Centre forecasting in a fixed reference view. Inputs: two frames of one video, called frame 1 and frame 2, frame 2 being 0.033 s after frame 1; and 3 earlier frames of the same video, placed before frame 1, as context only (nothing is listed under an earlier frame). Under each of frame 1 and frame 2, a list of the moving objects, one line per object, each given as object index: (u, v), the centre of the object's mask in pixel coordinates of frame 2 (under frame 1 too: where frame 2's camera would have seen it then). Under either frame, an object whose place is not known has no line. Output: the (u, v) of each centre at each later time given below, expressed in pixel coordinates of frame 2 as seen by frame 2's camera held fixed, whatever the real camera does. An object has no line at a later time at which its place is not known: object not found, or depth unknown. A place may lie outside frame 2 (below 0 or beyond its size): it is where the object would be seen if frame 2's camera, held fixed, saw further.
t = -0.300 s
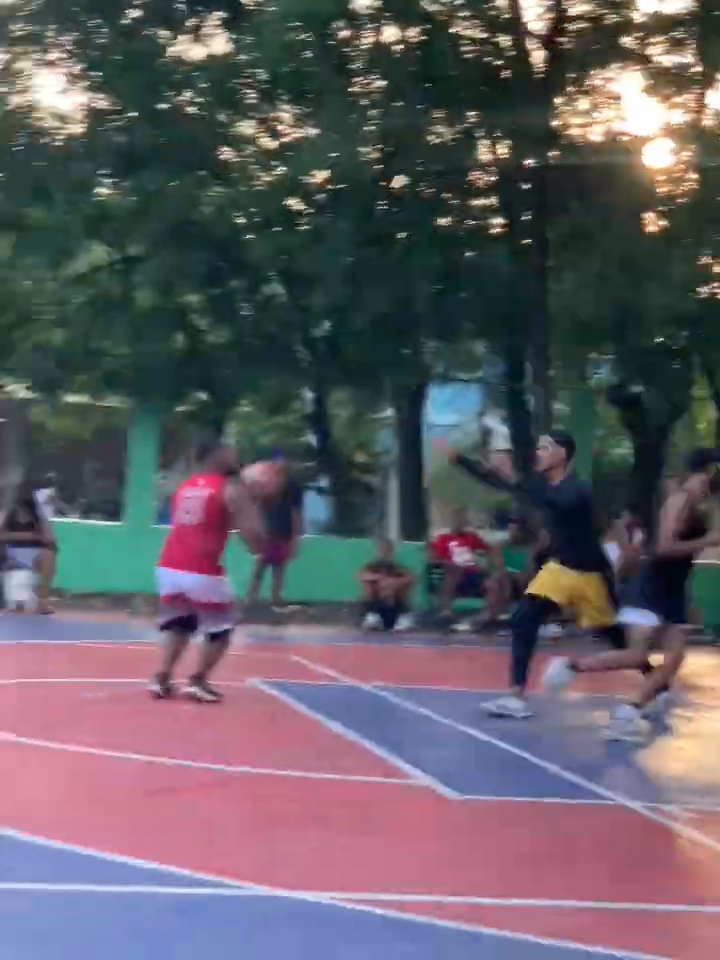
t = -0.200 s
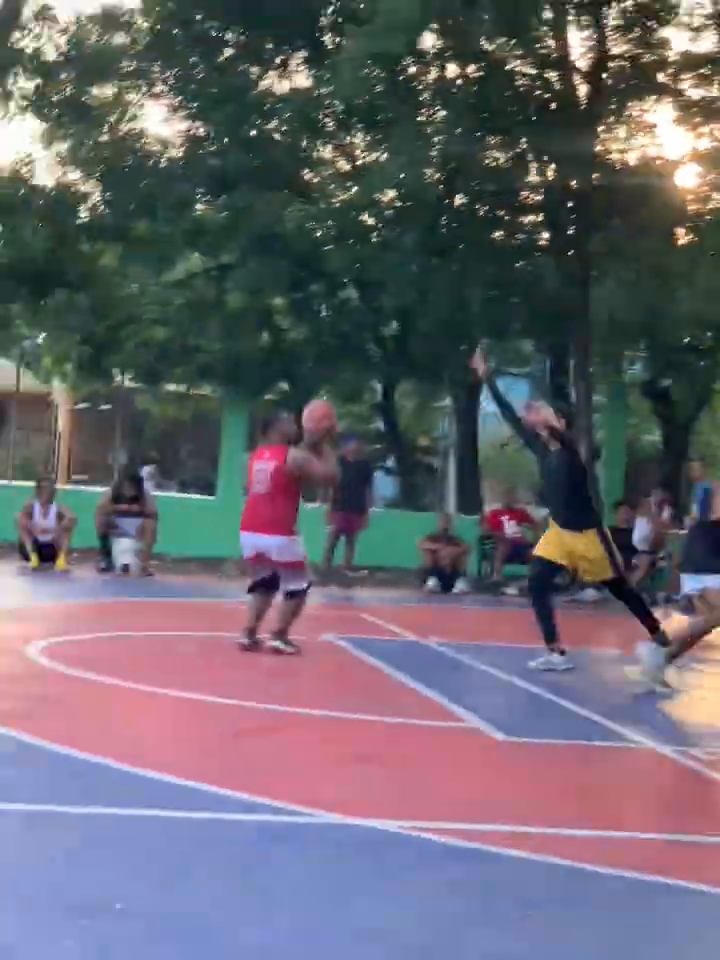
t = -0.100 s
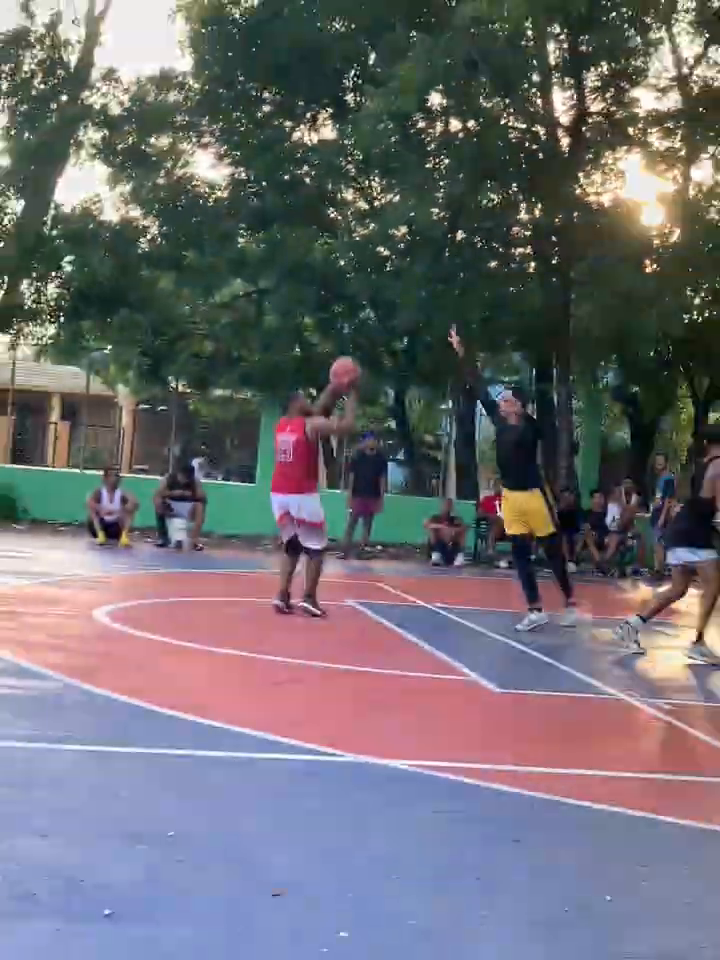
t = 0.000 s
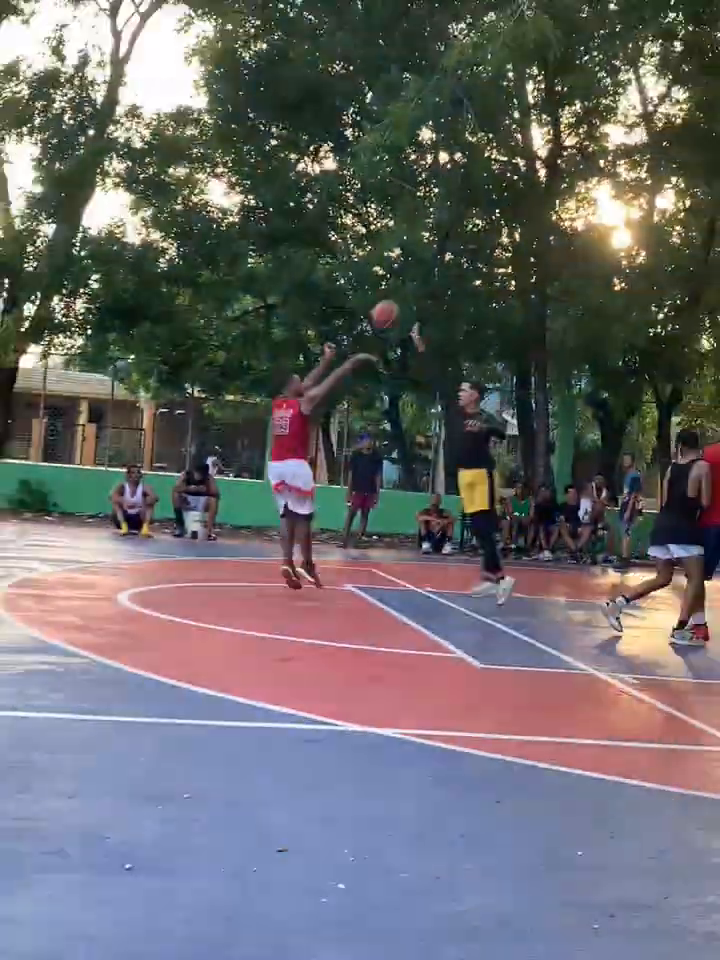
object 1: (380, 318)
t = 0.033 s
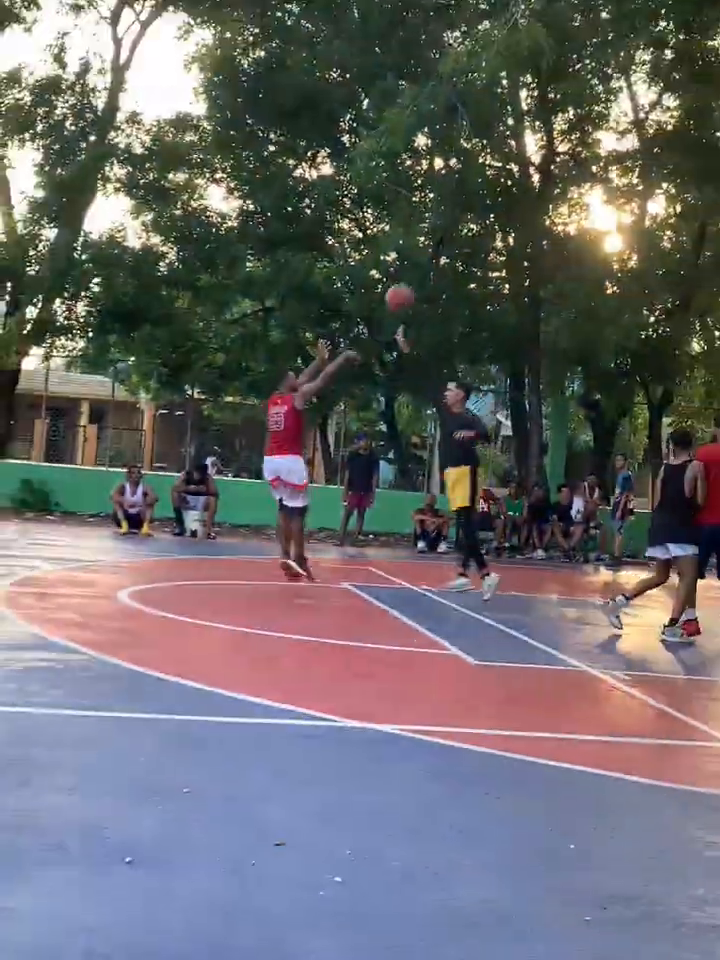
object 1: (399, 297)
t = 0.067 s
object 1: (416, 278)
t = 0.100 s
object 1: (433, 261)
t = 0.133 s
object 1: (449, 244)
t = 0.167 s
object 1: (465, 228)
